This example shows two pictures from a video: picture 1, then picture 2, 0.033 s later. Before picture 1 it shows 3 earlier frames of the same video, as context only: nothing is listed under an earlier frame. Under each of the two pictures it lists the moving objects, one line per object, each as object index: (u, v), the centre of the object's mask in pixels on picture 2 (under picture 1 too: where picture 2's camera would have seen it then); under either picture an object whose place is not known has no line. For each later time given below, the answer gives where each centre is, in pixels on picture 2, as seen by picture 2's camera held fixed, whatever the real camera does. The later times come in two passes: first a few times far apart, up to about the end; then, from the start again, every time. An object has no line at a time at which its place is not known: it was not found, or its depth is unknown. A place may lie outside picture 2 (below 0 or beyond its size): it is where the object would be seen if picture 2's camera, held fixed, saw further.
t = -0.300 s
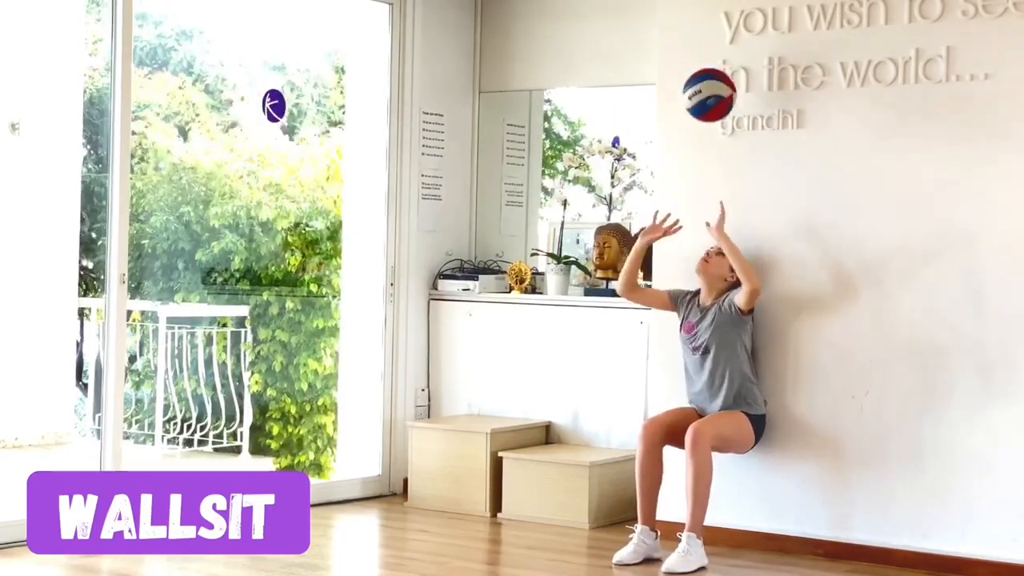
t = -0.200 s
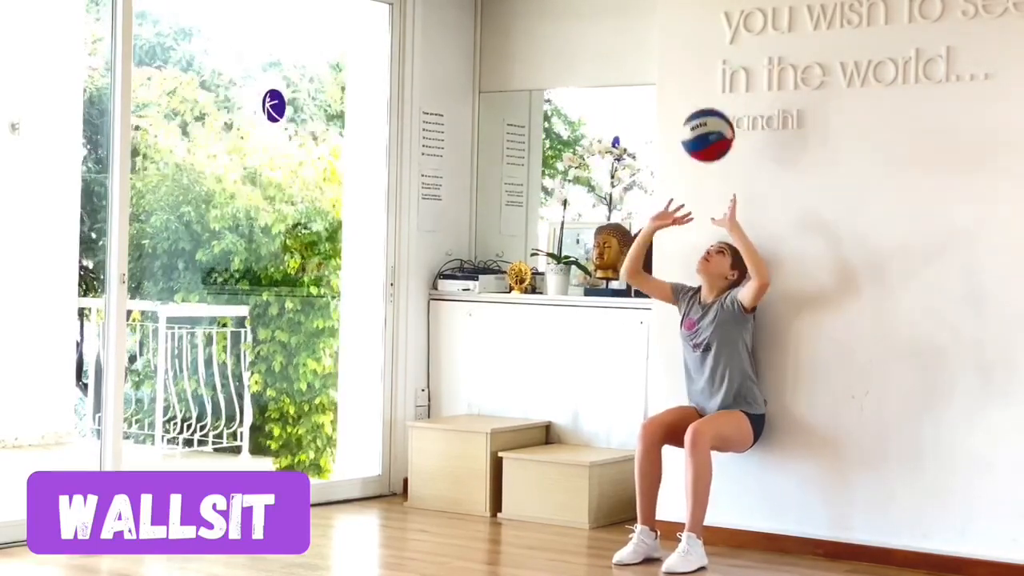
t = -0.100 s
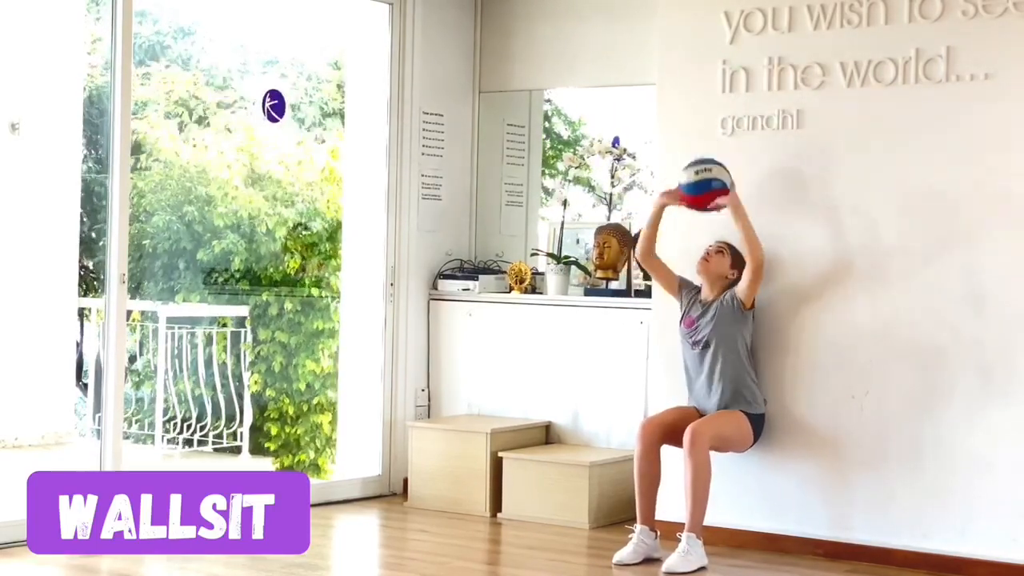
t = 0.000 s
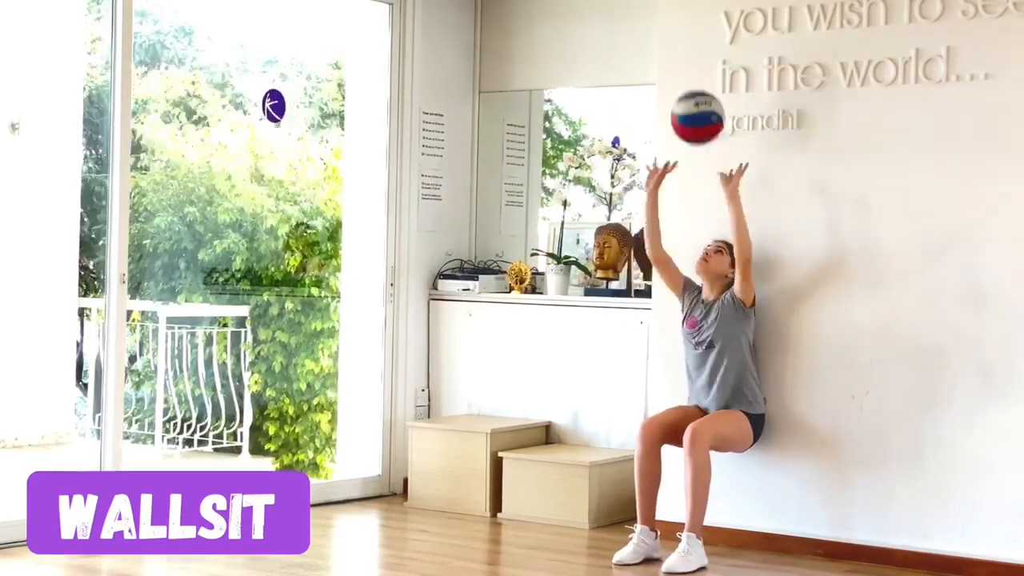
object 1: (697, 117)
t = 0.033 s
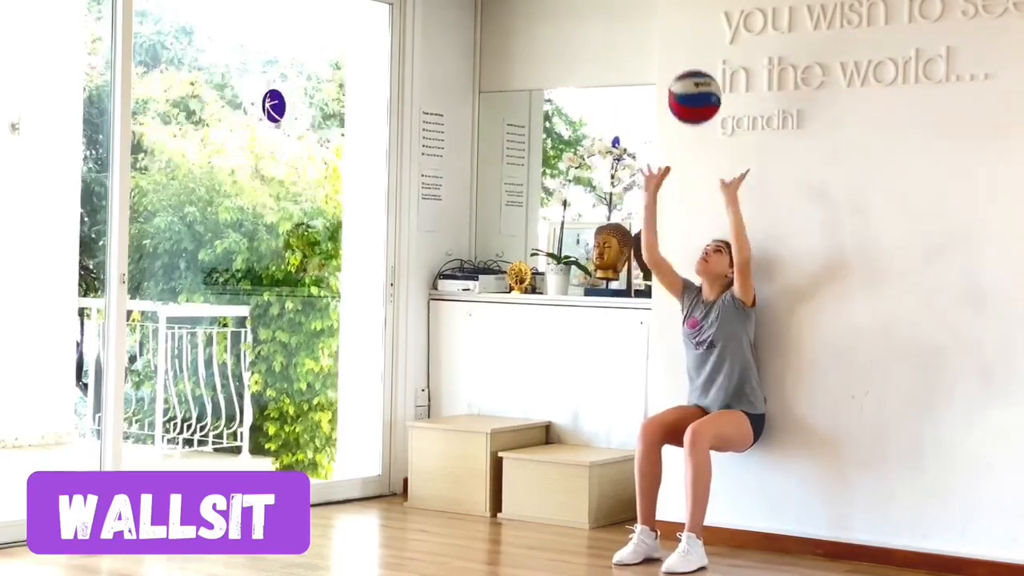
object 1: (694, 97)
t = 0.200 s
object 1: (678, 36)
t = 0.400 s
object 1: (655, 51)
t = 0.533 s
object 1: (640, 118)
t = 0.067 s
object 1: (691, 79)
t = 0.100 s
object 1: (688, 64)
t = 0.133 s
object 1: (685, 52)
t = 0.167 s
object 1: (682, 42)
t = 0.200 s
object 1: (678, 36)
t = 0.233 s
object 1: (675, 31)
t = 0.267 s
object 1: (671, 30)
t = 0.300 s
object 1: (667, 31)
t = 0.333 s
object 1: (663, 35)
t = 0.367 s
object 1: (659, 42)
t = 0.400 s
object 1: (655, 51)
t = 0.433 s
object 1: (651, 64)
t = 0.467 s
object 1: (648, 79)
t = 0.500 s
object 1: (643, 97)
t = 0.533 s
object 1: (640, 118)
